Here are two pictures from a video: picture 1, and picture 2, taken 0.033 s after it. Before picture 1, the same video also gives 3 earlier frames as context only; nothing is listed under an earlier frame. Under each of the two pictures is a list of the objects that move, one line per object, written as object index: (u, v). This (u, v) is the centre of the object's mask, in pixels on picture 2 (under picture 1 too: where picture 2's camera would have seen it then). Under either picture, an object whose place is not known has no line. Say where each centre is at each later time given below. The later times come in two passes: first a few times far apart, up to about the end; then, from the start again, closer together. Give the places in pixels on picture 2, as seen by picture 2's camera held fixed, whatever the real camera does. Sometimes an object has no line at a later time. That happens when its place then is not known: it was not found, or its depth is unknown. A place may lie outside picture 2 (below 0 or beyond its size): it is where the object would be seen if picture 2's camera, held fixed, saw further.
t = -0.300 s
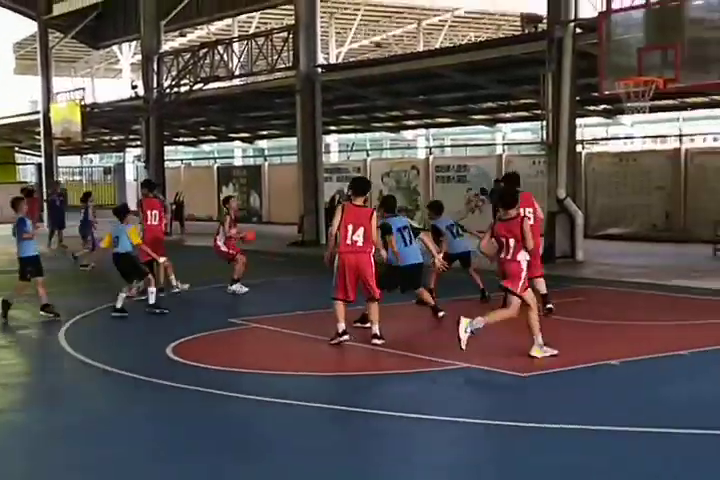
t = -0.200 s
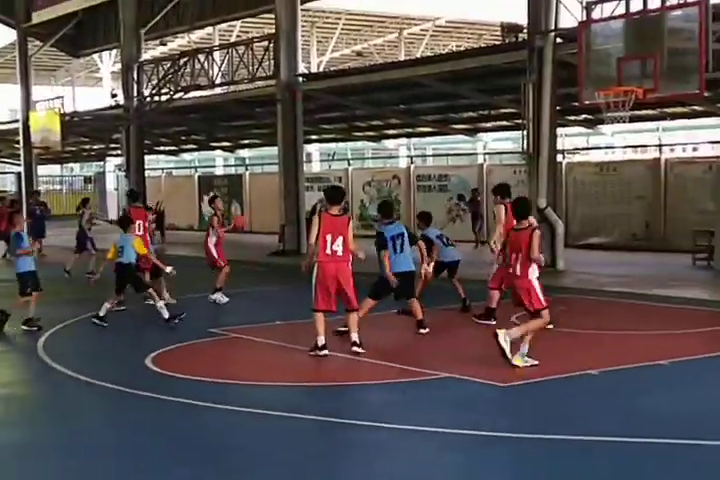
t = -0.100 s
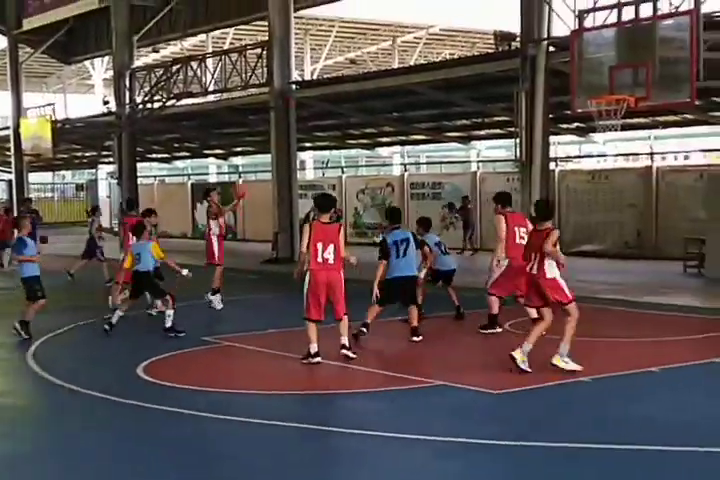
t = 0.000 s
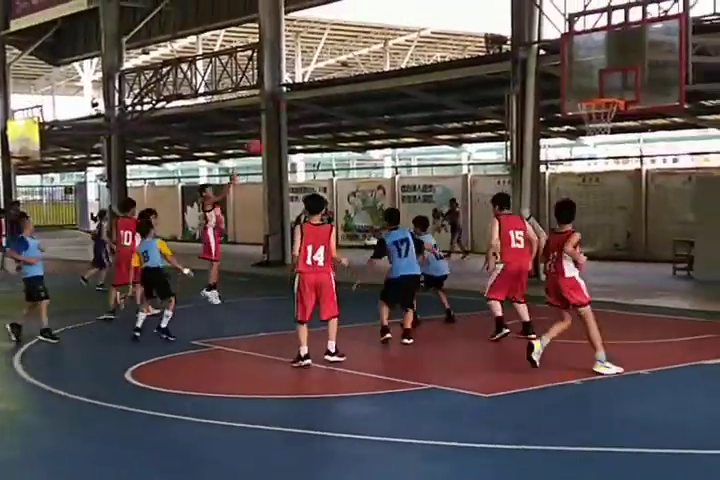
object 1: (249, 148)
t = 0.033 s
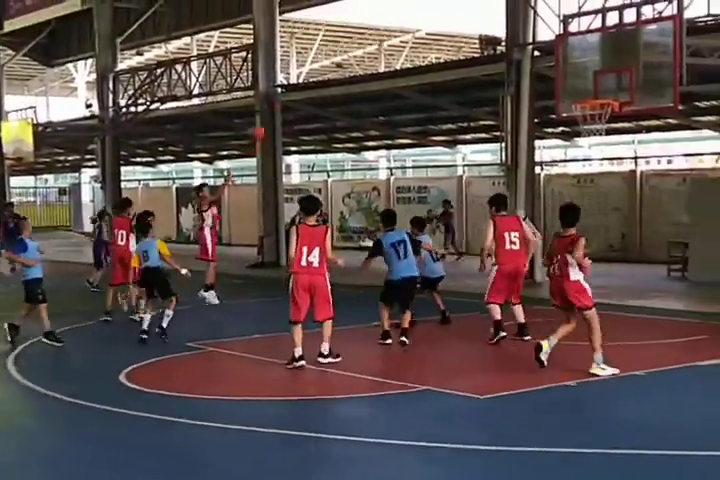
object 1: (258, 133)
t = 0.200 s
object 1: (300, 70)
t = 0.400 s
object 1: (357, 19)
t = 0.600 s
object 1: (414, -5)
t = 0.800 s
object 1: (476, 4)
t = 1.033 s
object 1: (553, 55)
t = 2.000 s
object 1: (697, 68)
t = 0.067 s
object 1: (267, 118)
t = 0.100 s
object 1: (275, 105)
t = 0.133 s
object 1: (284, 92)
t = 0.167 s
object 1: (292, 82)
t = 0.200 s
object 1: (300, 70)
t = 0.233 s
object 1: (310, 59)
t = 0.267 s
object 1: (320, 50)
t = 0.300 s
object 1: (329, 41)
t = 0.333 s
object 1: (338, 33)
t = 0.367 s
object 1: (347, 26)
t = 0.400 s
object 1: (357, 19)
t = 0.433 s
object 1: (366, 12)
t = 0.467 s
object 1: (375, 7)
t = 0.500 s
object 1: (385, 3)
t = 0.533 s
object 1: (394, -1)
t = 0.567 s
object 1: (405, -3)
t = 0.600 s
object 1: (414, -5)
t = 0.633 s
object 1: (425, -6)
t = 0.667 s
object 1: (435, -6)
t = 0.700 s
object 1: (445, -5)
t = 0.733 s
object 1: (456, -3)
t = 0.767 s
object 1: (466, 0)
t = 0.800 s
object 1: (476, 4)
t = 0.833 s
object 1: (487, 8)
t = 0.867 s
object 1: (498, 13)
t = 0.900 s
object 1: (510, 20)
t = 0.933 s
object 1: (520, 28)
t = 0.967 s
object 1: (531, 36)
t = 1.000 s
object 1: (541, 45)
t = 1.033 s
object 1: (553, 55)
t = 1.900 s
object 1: (684, 36)
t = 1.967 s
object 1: (693, 57)
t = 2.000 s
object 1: (697, 68)
